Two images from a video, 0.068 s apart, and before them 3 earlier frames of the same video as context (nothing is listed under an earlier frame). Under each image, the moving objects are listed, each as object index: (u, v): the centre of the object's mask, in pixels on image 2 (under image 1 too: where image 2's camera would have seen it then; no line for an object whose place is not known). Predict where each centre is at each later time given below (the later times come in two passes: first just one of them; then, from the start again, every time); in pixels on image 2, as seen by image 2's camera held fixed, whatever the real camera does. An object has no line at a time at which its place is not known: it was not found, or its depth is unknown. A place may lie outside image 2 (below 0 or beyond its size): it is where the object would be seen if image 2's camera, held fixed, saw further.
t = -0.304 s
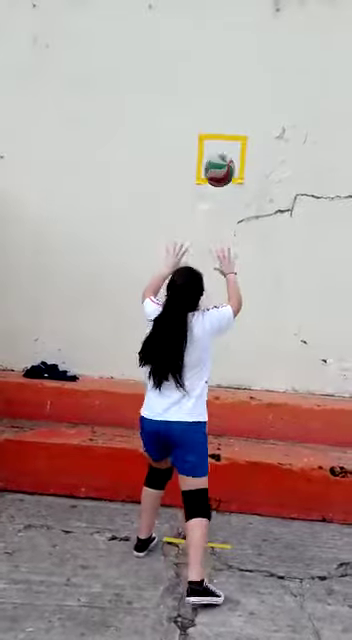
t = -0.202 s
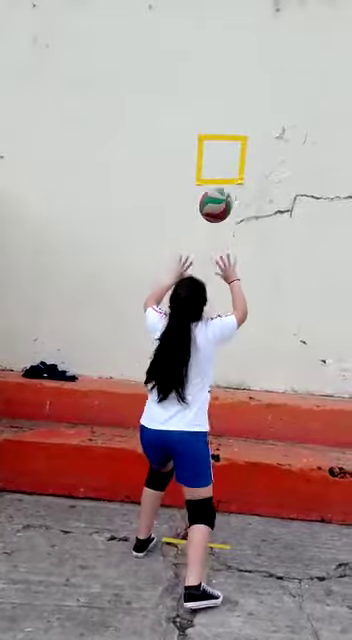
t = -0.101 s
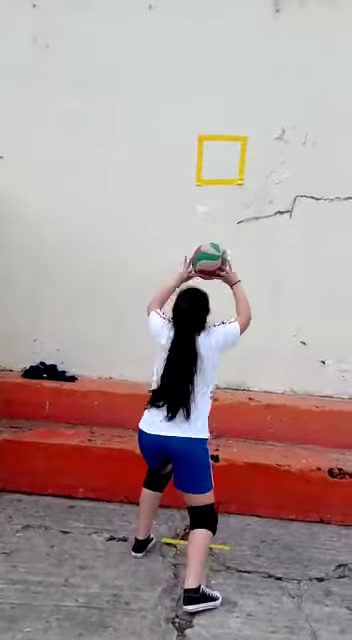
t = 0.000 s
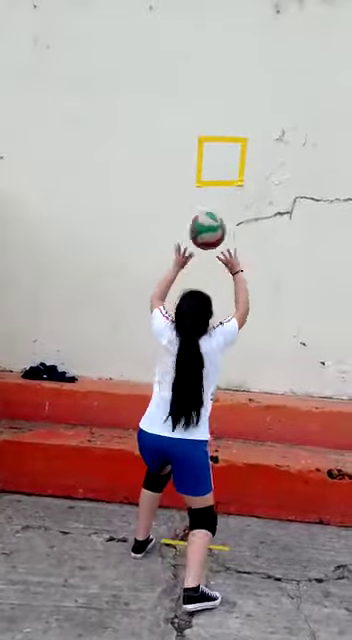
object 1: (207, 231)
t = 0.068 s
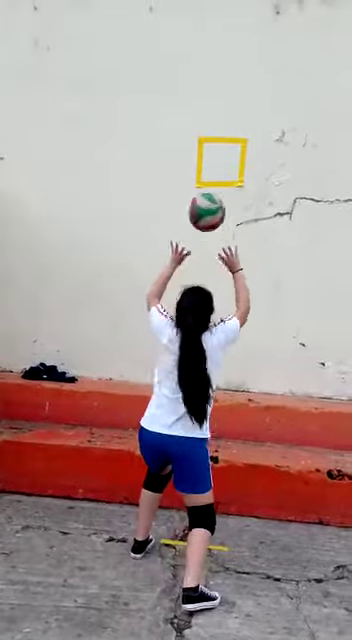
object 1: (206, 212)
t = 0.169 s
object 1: (204, 198)
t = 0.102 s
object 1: (206, 205)
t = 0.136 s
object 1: (205, 201)
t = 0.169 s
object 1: (204, 198)
